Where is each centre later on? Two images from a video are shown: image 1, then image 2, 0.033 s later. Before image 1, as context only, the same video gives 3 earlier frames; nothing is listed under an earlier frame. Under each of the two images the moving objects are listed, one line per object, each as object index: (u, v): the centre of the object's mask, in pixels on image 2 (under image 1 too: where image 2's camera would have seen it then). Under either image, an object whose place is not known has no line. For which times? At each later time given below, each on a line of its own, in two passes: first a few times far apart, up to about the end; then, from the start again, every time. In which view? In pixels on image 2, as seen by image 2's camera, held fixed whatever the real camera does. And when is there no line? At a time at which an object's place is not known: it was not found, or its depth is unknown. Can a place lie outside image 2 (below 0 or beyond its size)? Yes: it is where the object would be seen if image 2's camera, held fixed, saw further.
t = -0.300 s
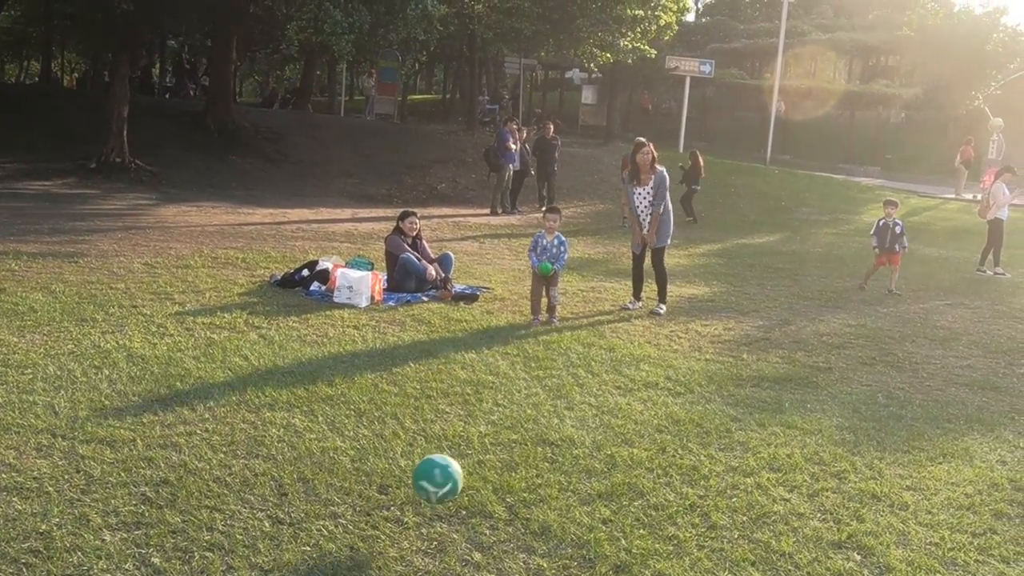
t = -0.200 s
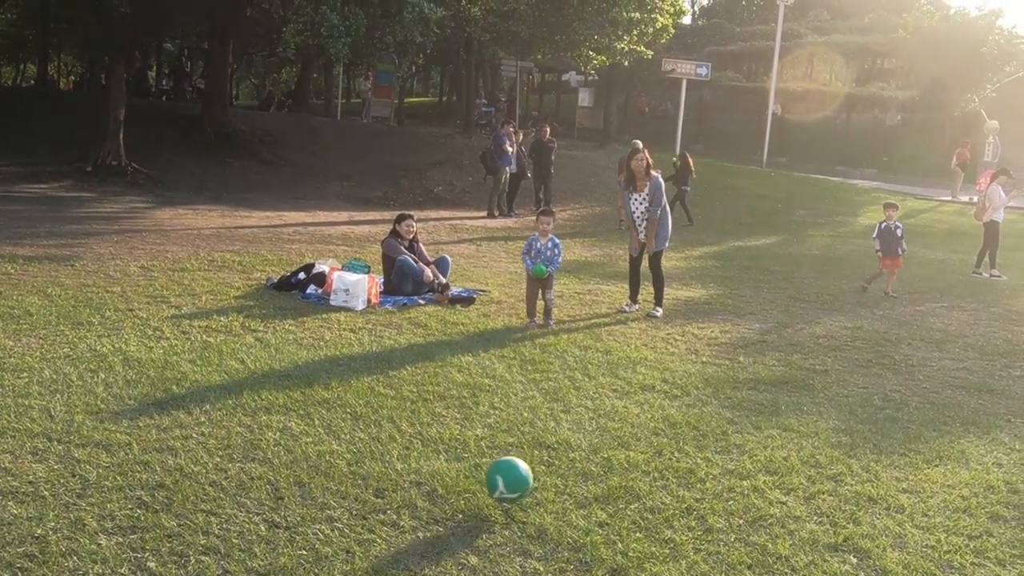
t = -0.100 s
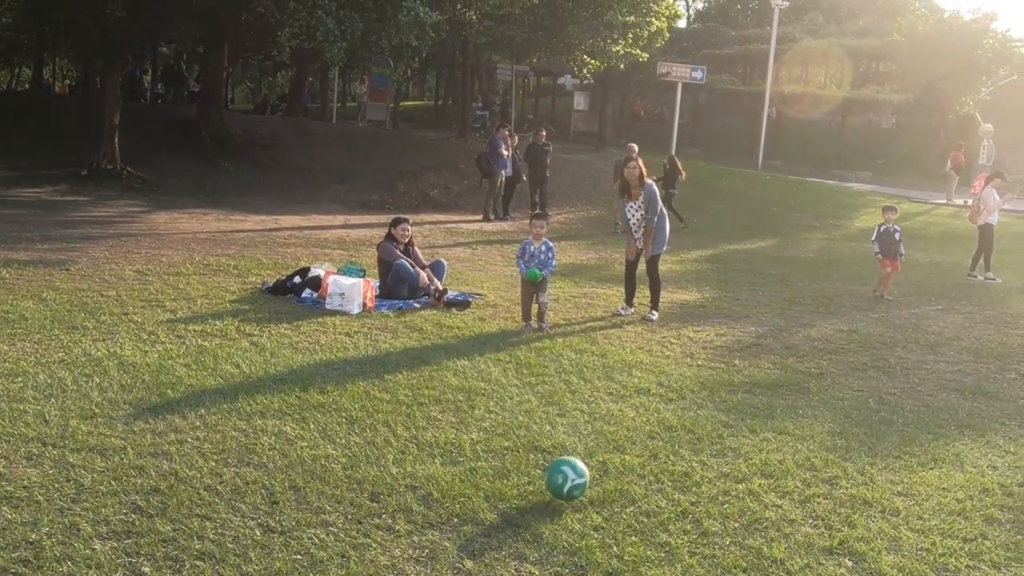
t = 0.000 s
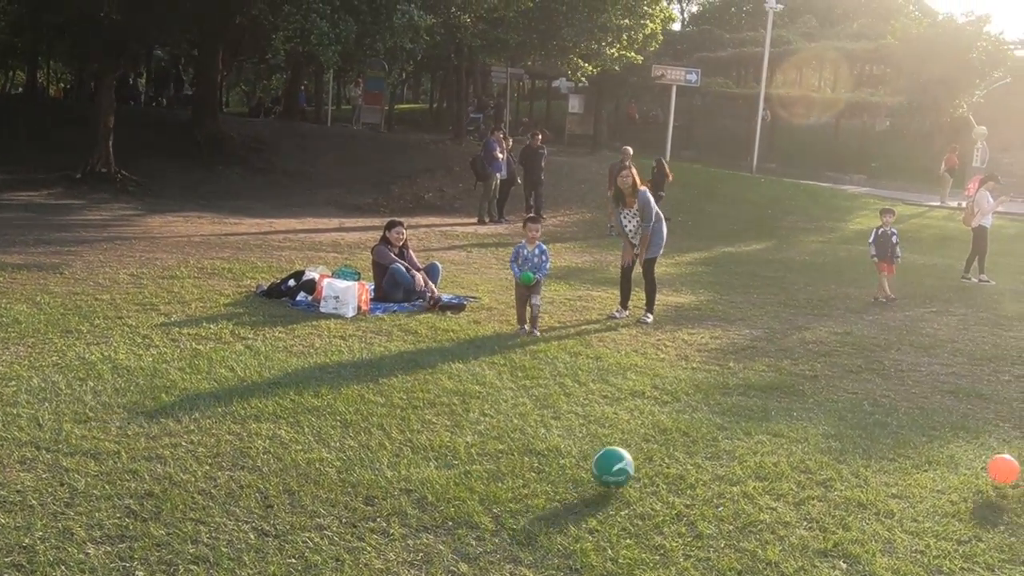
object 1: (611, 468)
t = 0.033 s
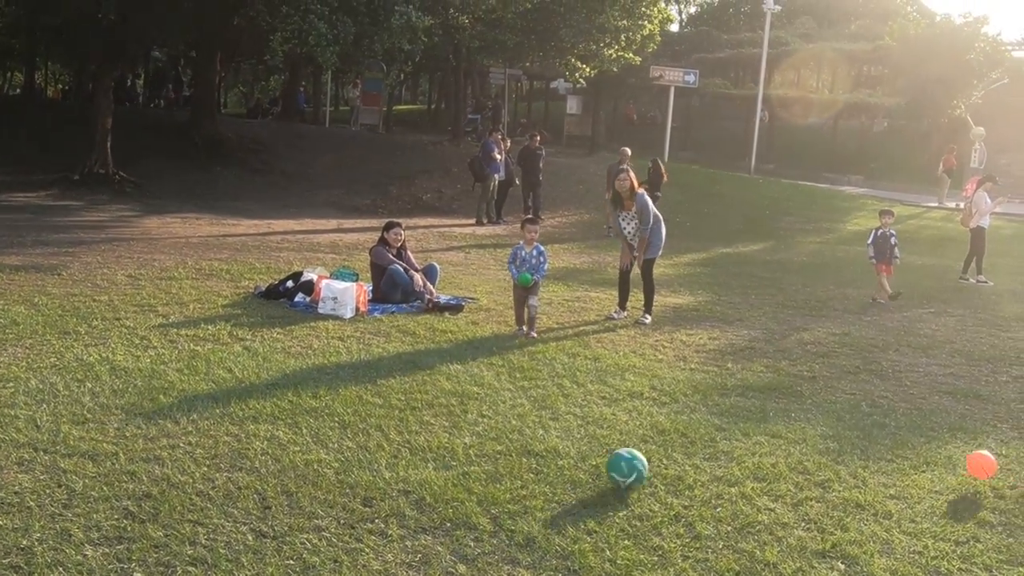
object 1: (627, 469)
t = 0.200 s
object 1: (699, 451)
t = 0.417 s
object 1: (774, 442)
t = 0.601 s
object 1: (828, 424)
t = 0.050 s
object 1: (634, 470)
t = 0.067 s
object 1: (642, 472)
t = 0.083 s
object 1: (649, 469)
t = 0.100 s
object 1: (656, 465)
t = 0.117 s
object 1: (663, 461)
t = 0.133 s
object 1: (671, 458)
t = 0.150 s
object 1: (678, 455)
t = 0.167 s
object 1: (685, 453)
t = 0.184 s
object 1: (692, 452)
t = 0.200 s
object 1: (699, 451)
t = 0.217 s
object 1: (706, 452)
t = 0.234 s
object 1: (712, 452)
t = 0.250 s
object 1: (718, 453)
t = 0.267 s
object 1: (723, 455)
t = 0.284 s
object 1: (730, 451)
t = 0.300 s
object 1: (736, 449)
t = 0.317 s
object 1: (741, 446)
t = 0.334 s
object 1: (747, 444)
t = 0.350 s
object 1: (753, 443)
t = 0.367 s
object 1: (758, 442)
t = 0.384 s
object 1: (764, 441)
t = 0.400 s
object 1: (769, 442)
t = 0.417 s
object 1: (774, 442)
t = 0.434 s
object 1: (779, 440)
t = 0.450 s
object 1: (784, 437)
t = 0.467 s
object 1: (790, 433)
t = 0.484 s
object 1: (794, 430)
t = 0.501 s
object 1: (800, 428)
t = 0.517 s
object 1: (805, 426)
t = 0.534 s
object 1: (810, 424)
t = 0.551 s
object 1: (815, 424)
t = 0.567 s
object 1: (819, 423)
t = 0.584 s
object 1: (824, 423)
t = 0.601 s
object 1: (828, 424)
